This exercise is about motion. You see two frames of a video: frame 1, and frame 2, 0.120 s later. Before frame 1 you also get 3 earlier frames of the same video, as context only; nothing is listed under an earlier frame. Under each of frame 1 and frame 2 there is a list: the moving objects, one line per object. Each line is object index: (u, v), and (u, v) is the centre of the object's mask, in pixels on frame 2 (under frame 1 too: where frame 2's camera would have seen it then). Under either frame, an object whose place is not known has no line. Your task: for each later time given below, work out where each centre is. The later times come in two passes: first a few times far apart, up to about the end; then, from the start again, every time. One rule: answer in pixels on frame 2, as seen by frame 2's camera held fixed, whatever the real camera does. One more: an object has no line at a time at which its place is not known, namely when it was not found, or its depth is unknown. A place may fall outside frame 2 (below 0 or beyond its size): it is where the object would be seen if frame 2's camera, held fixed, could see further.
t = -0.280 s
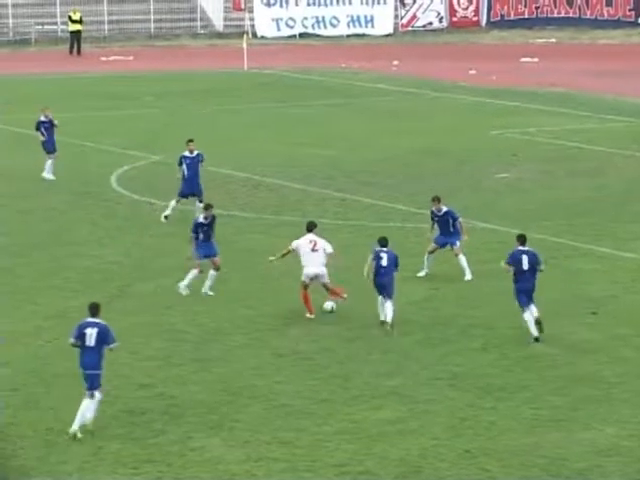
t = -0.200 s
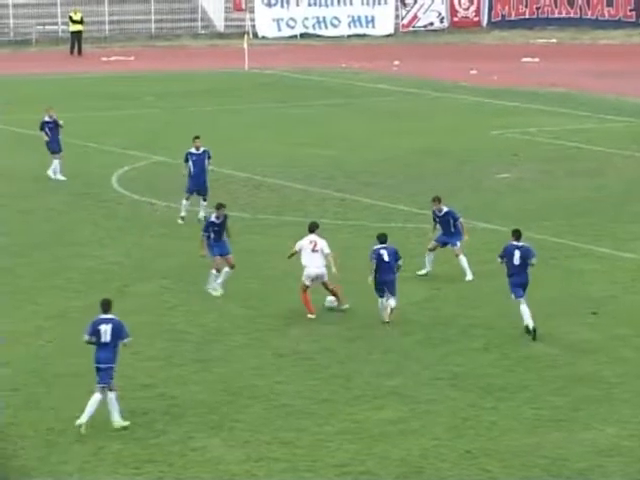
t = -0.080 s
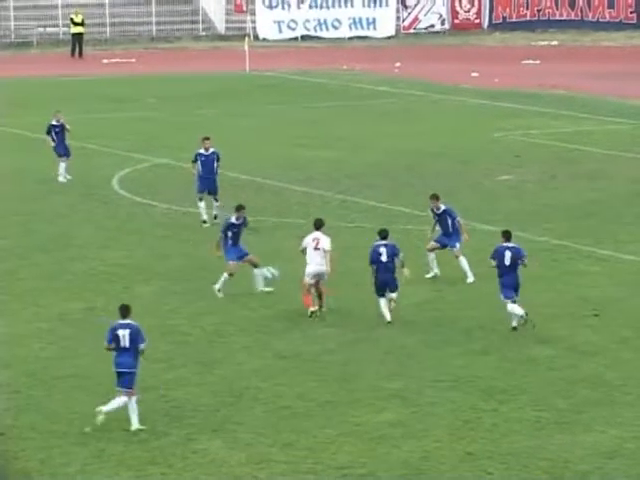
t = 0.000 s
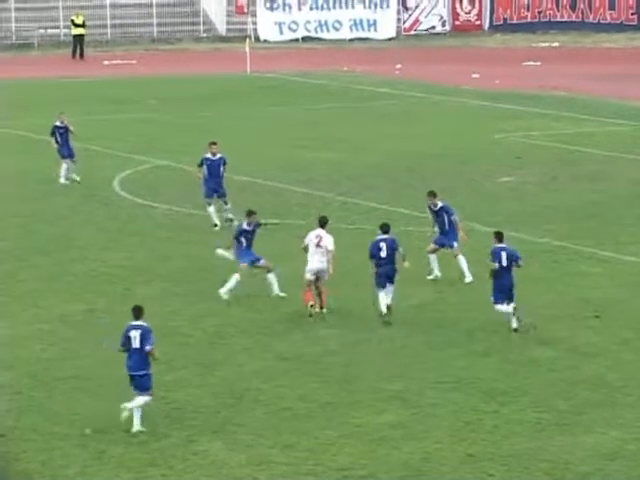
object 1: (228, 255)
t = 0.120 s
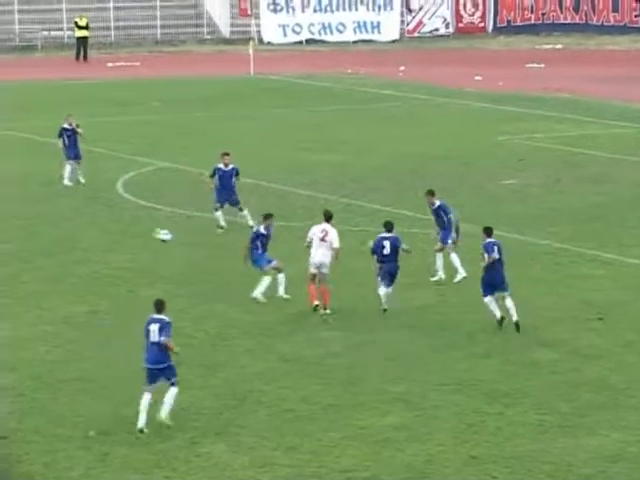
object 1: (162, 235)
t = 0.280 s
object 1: (80, 218)
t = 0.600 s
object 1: (-77, 220)
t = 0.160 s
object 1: (142, 228)
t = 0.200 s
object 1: (121, 224)
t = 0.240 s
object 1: (100, 220)
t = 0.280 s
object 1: (80, 218)
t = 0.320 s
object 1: (59, 215)
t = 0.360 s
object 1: (39, 213)
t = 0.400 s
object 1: (20, 213)
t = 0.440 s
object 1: (0, 213)
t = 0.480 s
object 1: (-20, 214)
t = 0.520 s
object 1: (-38, 215)
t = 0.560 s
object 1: (-57, 218)
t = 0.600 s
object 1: (-77, 220)
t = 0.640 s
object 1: (-96, 224)
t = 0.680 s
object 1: (-114, 228)
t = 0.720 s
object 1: (-132, 233)
